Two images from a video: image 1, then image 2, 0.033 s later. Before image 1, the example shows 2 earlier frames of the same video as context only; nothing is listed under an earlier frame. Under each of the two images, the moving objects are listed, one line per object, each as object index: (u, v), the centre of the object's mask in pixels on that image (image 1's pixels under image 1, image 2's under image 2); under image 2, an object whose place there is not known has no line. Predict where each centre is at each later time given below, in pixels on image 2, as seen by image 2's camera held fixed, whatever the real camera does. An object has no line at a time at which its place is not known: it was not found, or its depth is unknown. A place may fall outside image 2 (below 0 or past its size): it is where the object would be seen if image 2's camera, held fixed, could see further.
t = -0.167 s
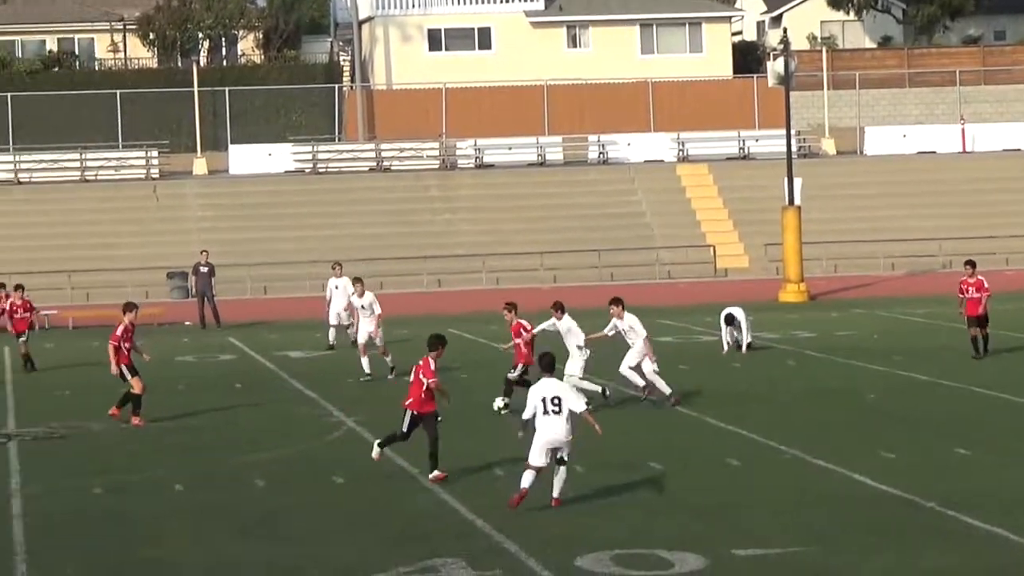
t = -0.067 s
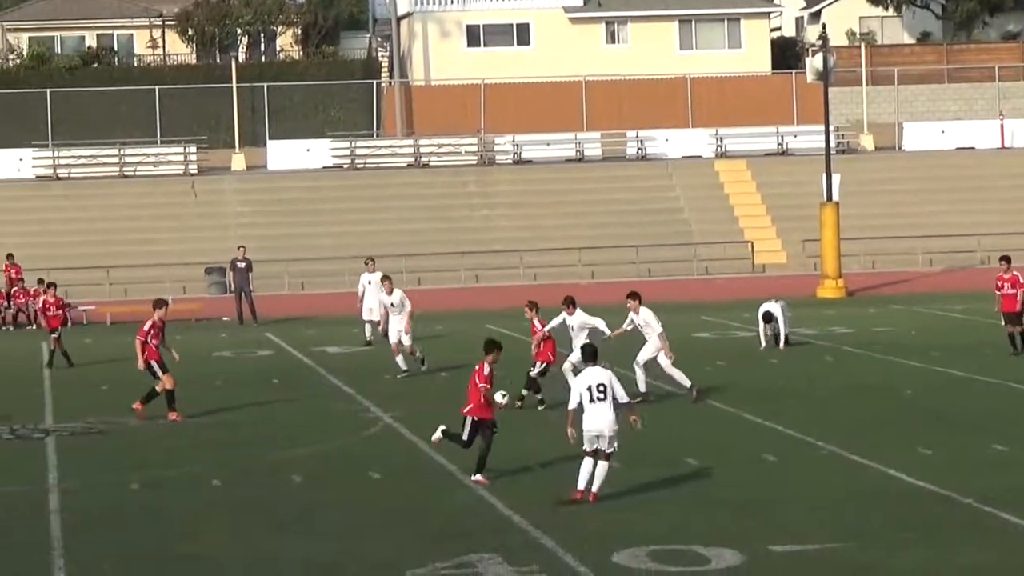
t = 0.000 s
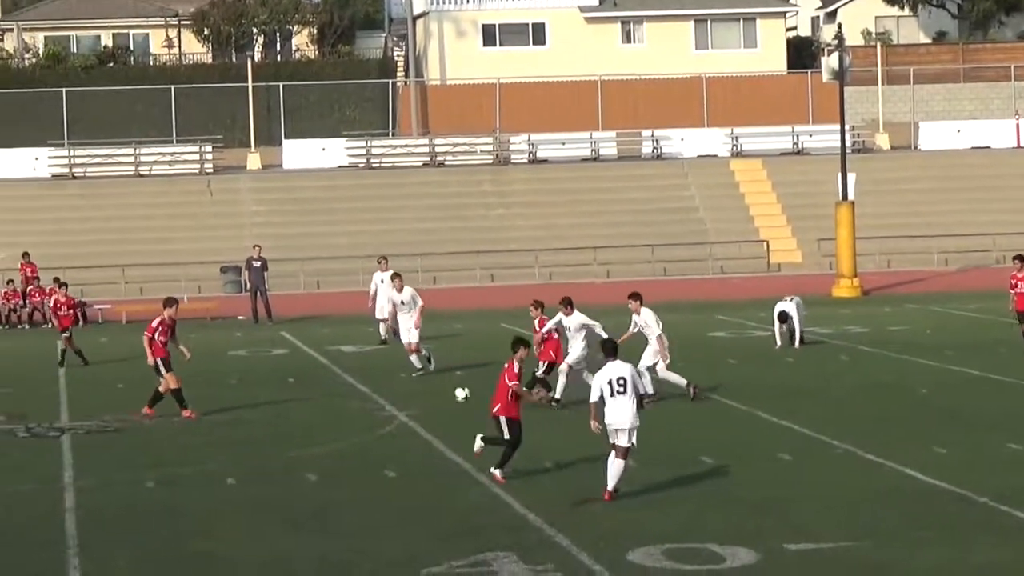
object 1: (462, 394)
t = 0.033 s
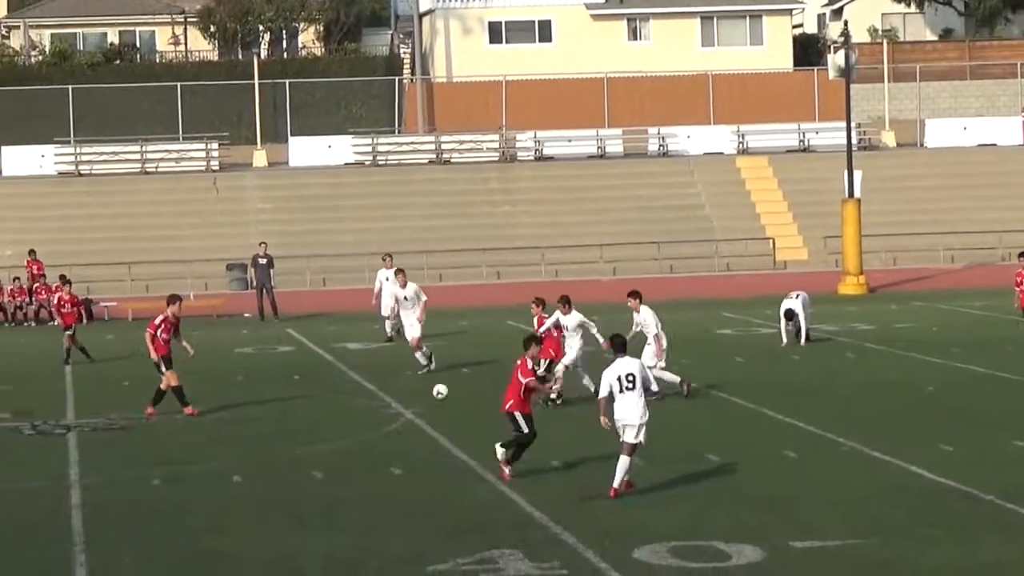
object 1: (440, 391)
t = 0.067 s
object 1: (413, 391)
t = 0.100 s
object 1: (386, 392)
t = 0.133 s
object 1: (359, 394)
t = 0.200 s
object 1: (307, 400)
